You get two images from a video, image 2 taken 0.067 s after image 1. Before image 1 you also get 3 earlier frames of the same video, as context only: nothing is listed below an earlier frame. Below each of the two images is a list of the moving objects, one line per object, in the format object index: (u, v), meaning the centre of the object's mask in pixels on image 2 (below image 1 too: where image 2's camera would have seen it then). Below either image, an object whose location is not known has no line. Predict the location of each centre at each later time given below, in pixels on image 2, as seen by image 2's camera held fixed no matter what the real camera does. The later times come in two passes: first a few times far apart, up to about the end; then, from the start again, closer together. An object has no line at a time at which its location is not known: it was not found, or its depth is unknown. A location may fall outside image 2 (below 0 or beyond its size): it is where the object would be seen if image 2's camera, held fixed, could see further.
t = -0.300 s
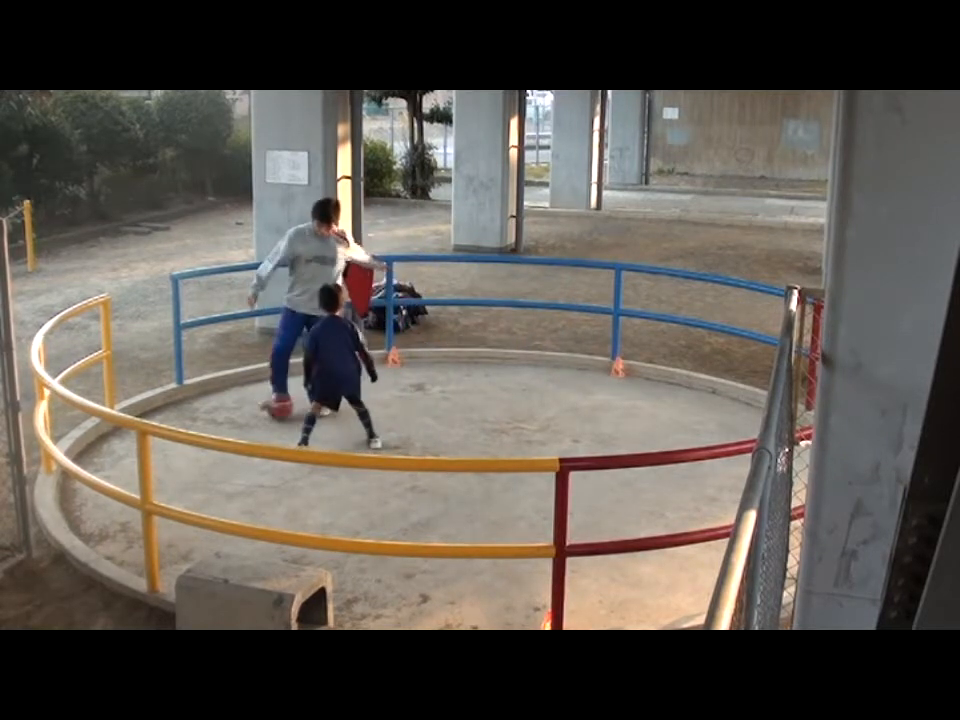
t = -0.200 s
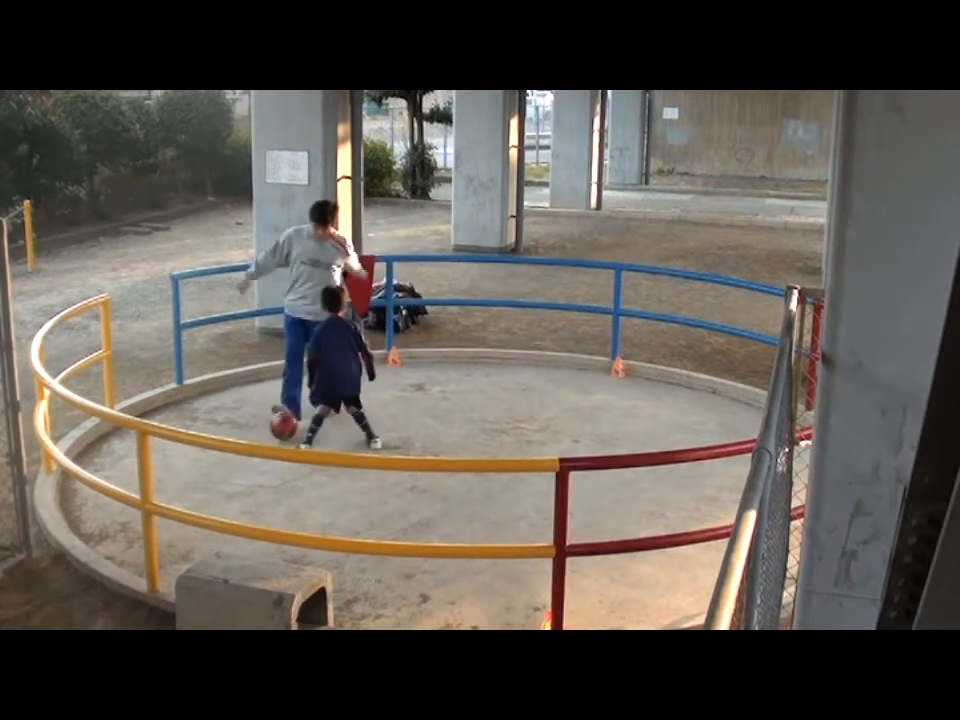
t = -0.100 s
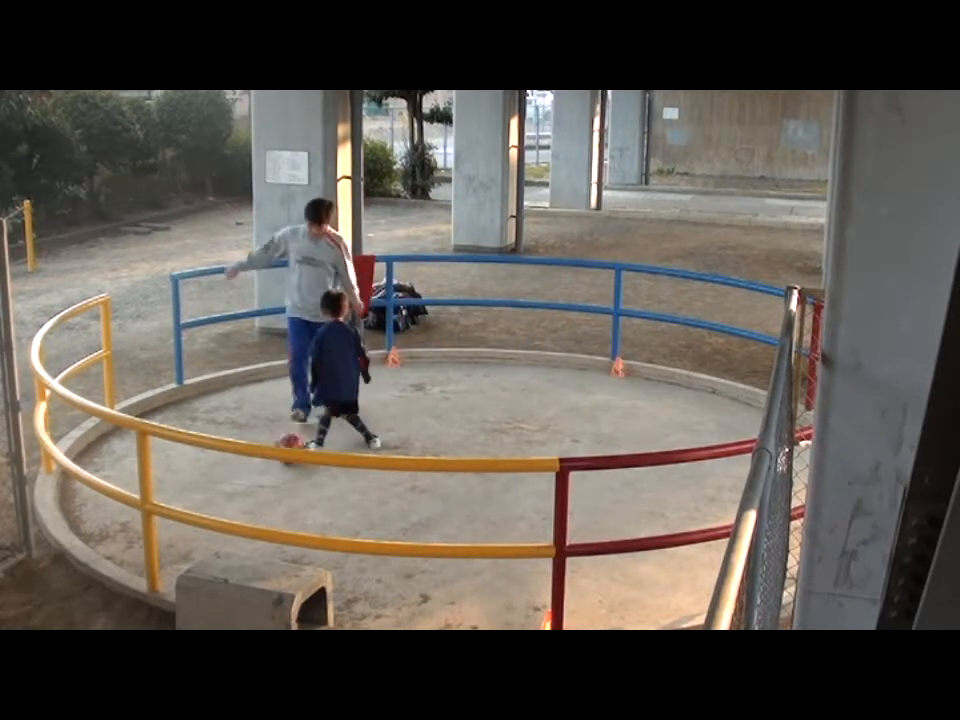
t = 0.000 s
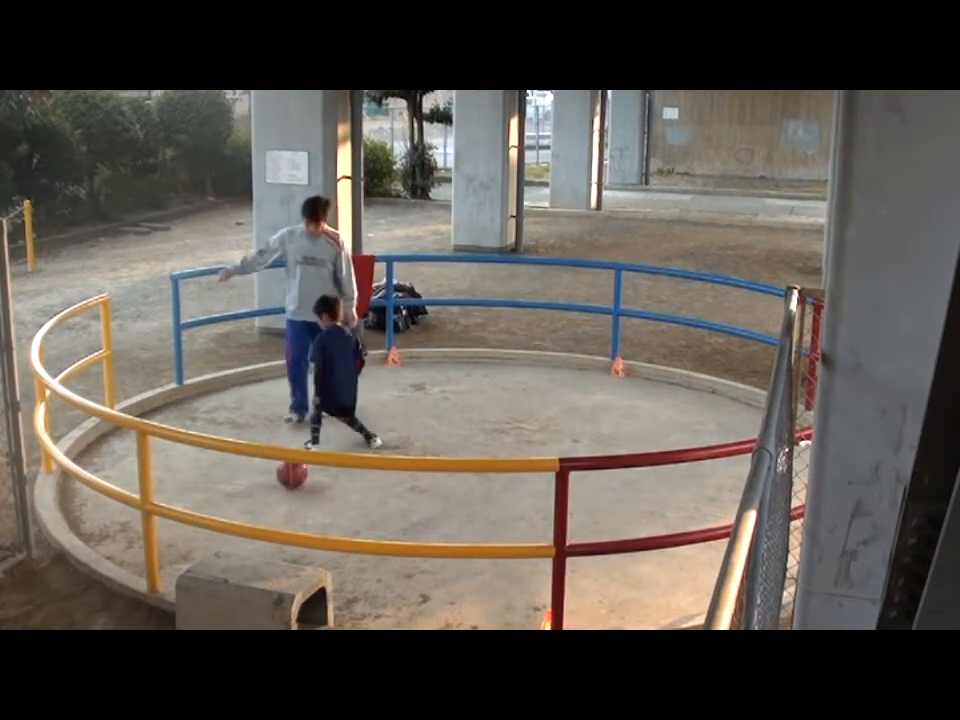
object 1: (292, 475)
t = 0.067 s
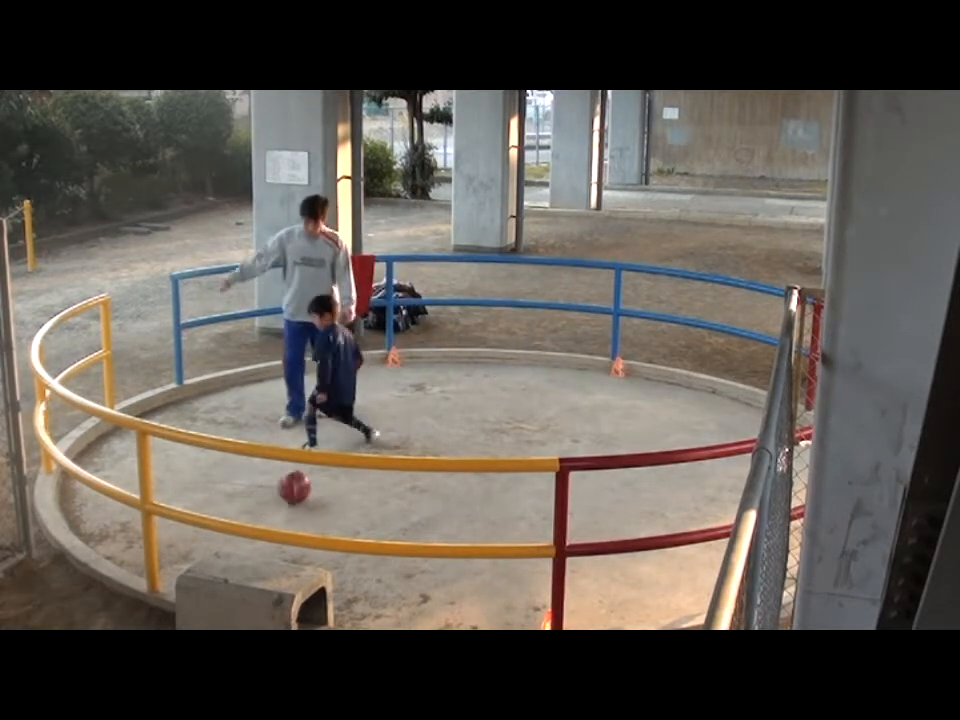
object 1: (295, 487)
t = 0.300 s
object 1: (300, 526)
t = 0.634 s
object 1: (335, 578)
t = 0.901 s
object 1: (396, 573)
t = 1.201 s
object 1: (459, 574)
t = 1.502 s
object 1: (518, 572)
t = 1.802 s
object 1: (580, 571)
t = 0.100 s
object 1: (295, 494)
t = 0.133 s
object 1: (295, 500)
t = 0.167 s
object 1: (296, 508)
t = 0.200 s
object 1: (297, 515)
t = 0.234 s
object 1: (298, 519)
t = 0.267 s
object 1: (299, 523)
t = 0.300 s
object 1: (300, 526)
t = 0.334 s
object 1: (296, 554)
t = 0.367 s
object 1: (298, 555)
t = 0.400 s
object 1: (300, 556)
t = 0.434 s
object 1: (302, 558)
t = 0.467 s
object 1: (304, 561)
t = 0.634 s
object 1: (335, 578)
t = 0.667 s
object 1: (340, 574)
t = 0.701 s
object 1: (347, 573)
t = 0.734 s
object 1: (354, 573)
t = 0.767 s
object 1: (363, 573)
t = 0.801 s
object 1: (373, 575)
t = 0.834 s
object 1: (382, 579)
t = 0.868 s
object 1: (390, 575)
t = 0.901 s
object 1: (396, 573)
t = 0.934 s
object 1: (403, 573)
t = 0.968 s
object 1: (410, 573)
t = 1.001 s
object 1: (418, 576)
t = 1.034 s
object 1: (425, 575)
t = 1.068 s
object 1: (431, 574)
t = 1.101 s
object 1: (438, 575)
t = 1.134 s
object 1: (445, 574)
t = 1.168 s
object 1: (452, 574)
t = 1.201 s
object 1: (459, 574)
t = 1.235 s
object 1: (465, 574)
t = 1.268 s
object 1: (472, 574)
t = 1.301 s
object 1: (478, 574)
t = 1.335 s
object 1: (485, 573)
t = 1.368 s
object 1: (492, 573)
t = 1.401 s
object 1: (498, 573)
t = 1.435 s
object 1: (505, 573)
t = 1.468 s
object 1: (512, 572)
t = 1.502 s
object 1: (518, 572)
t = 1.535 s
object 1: (525, 573)
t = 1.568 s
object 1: (531, 572)
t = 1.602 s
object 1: (537, 572)
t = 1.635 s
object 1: (540, 572)
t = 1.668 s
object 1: (543, 572)
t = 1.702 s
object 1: (546, 571)
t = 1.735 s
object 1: (573, 571)
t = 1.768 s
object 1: (577, 572)
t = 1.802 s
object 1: (580, 571)
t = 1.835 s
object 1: (584, 571)
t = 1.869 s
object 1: (589, 570)
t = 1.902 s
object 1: (595, 570)
